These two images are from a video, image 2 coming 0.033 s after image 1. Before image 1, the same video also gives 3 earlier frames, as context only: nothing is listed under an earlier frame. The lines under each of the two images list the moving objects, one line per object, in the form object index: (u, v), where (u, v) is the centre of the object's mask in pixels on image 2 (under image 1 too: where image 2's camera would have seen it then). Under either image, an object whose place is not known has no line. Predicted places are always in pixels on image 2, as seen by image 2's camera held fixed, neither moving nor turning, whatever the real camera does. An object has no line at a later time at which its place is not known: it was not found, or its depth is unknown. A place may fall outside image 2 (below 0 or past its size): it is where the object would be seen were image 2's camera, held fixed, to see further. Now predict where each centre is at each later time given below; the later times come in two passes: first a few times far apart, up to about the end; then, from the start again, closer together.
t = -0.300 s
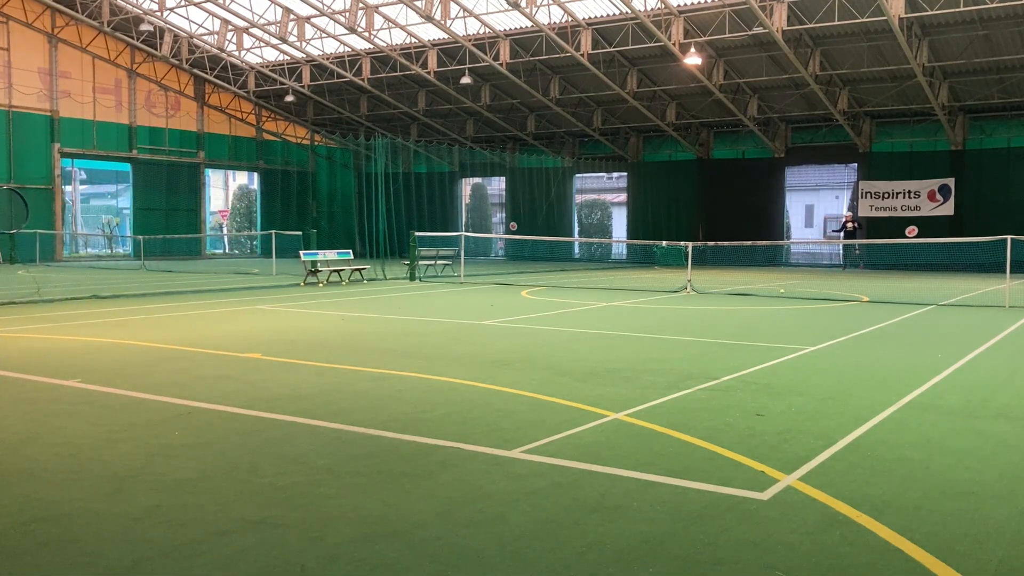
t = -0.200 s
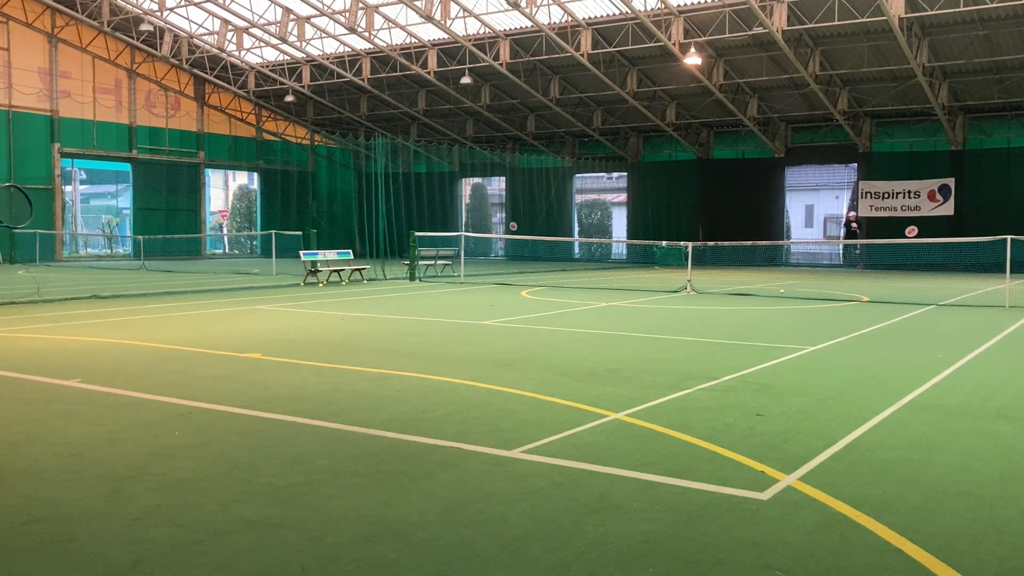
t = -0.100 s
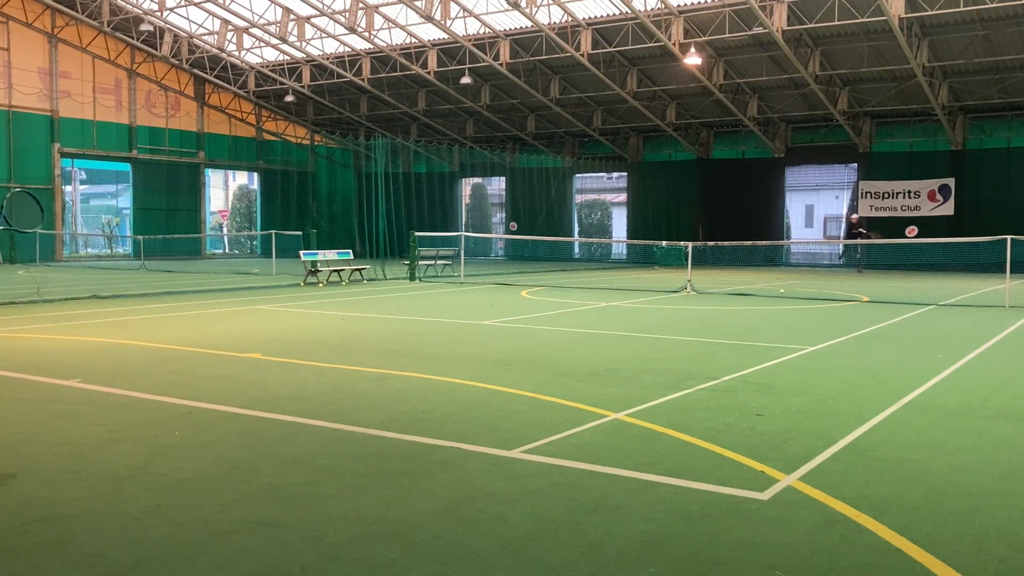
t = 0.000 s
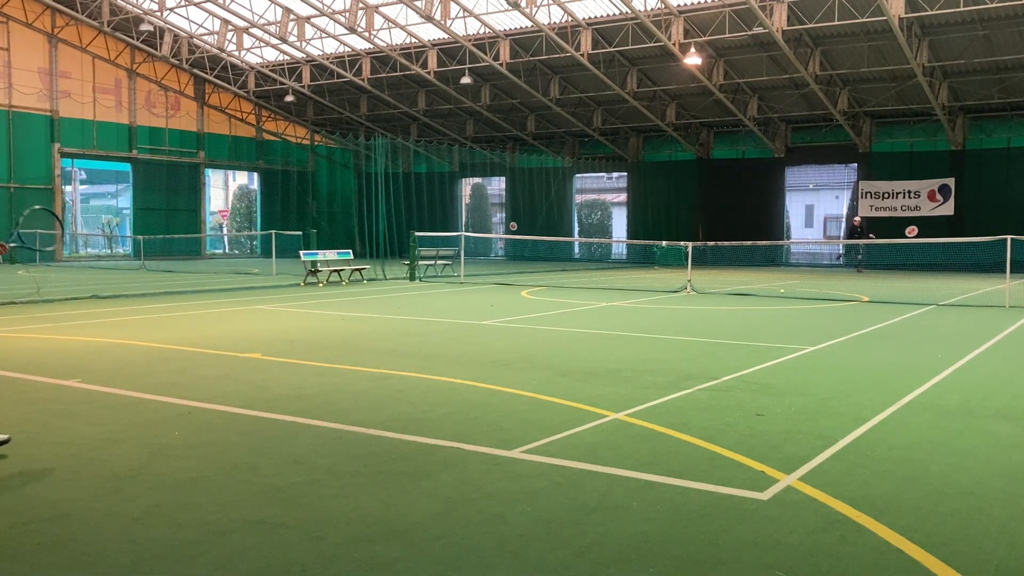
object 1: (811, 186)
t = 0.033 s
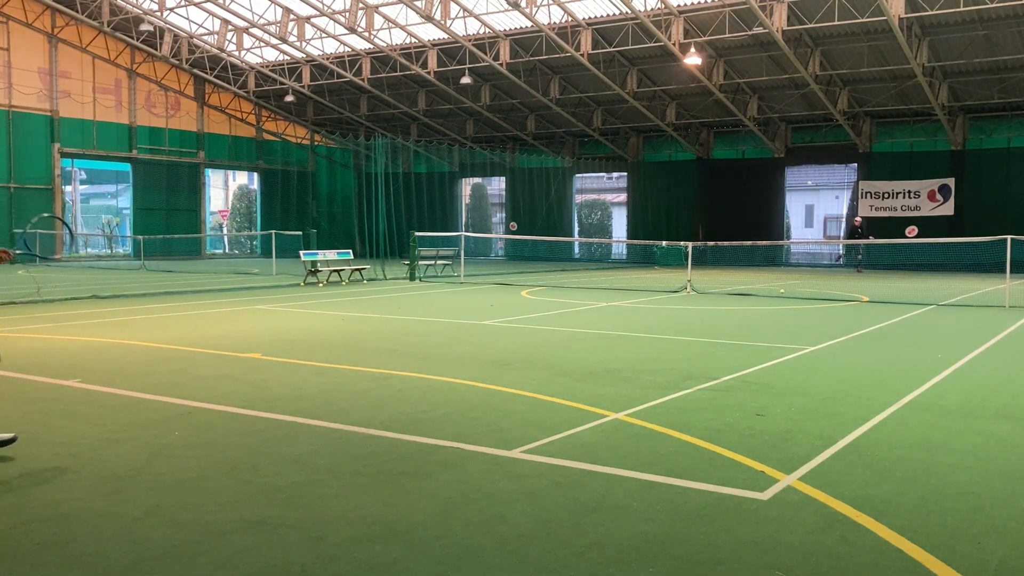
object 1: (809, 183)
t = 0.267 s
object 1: (797, 169)
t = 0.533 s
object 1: (767, 194)
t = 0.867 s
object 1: (673, 391)
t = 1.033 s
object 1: (611, 327)
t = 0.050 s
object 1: (808, 181)
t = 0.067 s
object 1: (808, 180)
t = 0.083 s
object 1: (807, 178)
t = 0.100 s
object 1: (806, 177)
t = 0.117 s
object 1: (806, 175)
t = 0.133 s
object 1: (805, 174)
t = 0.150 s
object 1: (804, 173)
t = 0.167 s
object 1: (803, 172)
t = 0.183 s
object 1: (802, 171)
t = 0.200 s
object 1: (801, 170)
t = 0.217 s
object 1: (800, 170)
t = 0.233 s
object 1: (799, 169)
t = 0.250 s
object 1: (798, 169)
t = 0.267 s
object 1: (797, 169)
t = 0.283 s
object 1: (796, 169)
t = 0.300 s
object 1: (794, 169)
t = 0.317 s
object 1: (793, 169)
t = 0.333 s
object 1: (791, 169)
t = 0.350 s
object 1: (789, 170)
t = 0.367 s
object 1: (788, 171)
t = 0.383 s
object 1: (786, 172)
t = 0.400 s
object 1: (784, 173)
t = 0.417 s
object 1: (783, 175)
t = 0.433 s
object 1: (781, 177)
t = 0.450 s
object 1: (779, 179)
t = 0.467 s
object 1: (777, 181)
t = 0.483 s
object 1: (774, 184)
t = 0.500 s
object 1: (772, 187)
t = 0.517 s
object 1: (770, 190)
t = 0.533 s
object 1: (767, 194)
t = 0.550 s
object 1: (764, 198)
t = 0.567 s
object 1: (762, 202)
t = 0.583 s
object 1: (759, 207)
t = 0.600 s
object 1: (755, 212)
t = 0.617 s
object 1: (752, 218)
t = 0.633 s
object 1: (749, 225)
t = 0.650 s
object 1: (745, 231)
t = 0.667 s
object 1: (741, 238)
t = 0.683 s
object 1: (737, 247)
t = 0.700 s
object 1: (733, 256)
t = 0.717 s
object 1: (729, 265)
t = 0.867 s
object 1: (673, 391)
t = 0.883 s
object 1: (669, 384)
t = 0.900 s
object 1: (663, 377)
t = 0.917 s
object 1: (658, 370)
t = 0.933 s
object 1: (653, 363)
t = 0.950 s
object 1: (646, 356)
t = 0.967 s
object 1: (640, 350)
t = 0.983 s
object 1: (634, 344)
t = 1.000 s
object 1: (627, 338)
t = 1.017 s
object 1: (620, 332)
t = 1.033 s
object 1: (611, 327)
